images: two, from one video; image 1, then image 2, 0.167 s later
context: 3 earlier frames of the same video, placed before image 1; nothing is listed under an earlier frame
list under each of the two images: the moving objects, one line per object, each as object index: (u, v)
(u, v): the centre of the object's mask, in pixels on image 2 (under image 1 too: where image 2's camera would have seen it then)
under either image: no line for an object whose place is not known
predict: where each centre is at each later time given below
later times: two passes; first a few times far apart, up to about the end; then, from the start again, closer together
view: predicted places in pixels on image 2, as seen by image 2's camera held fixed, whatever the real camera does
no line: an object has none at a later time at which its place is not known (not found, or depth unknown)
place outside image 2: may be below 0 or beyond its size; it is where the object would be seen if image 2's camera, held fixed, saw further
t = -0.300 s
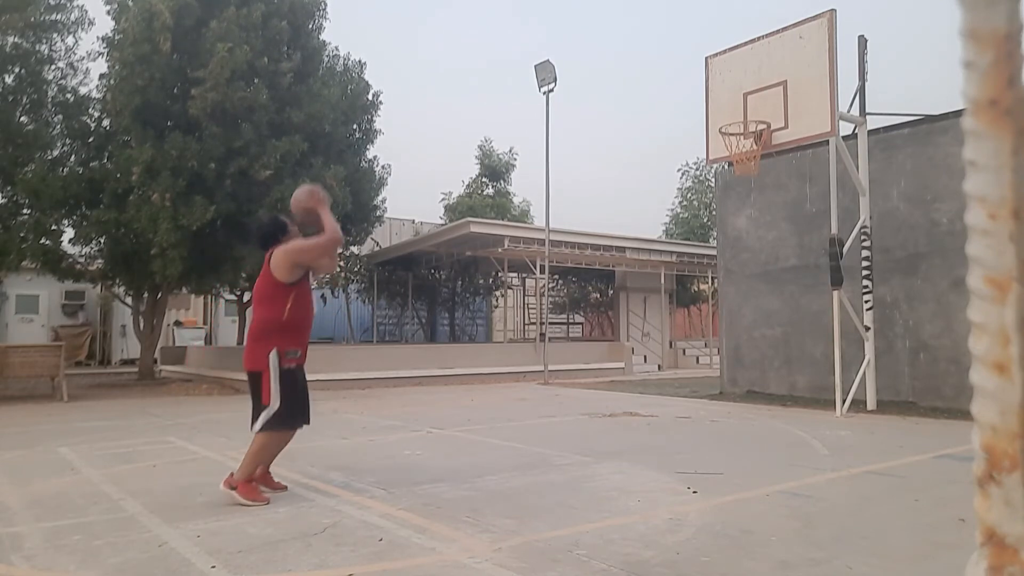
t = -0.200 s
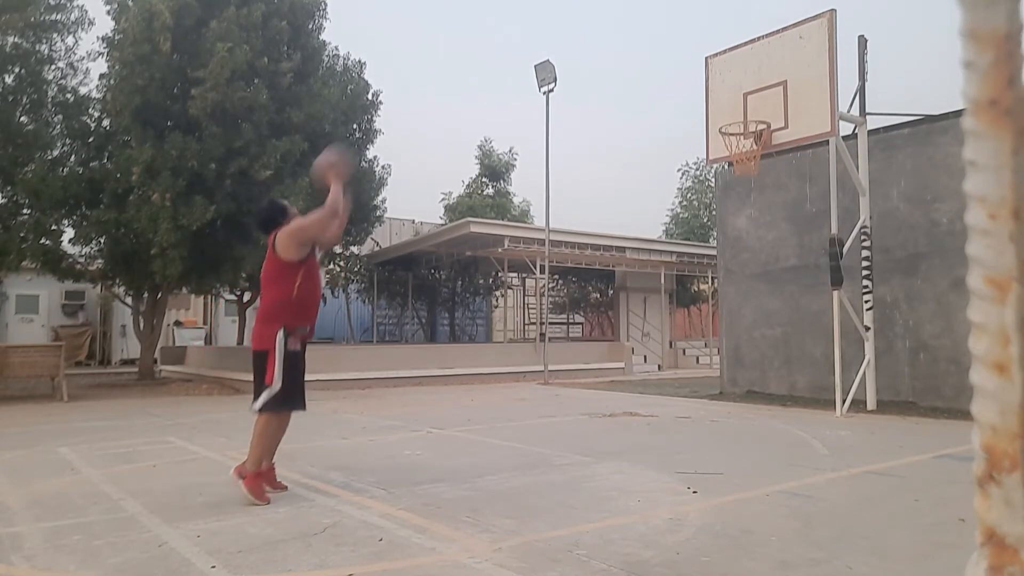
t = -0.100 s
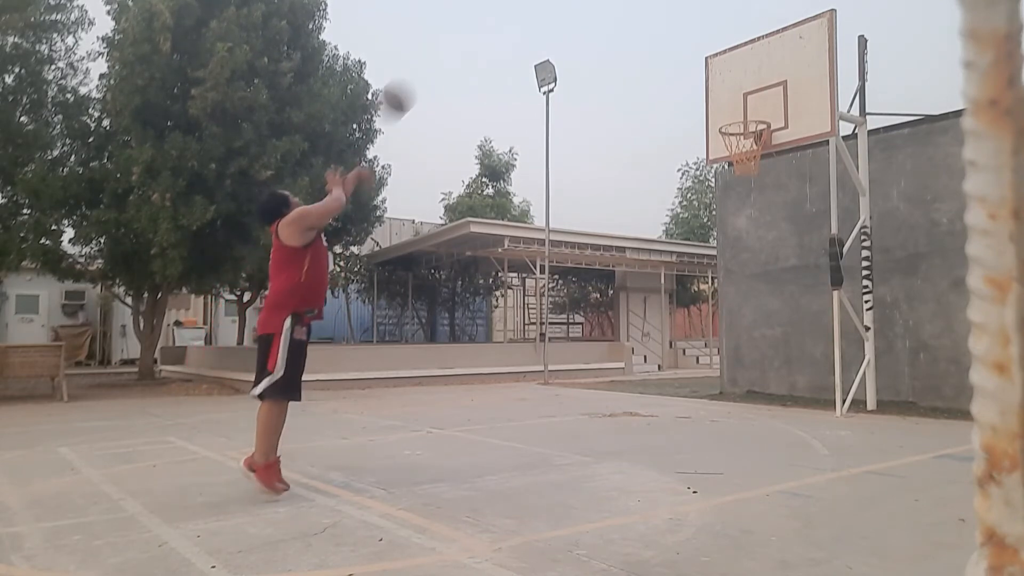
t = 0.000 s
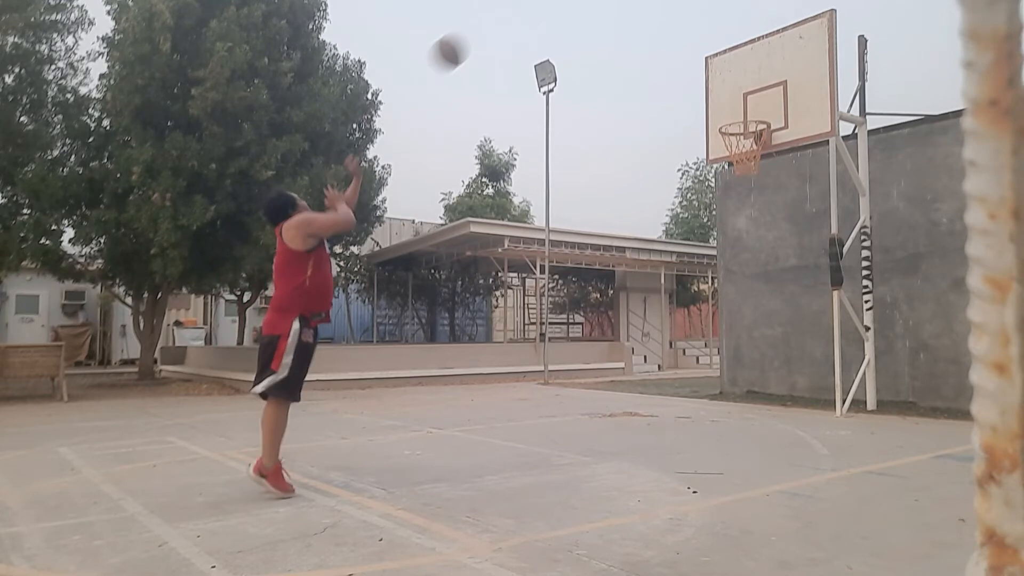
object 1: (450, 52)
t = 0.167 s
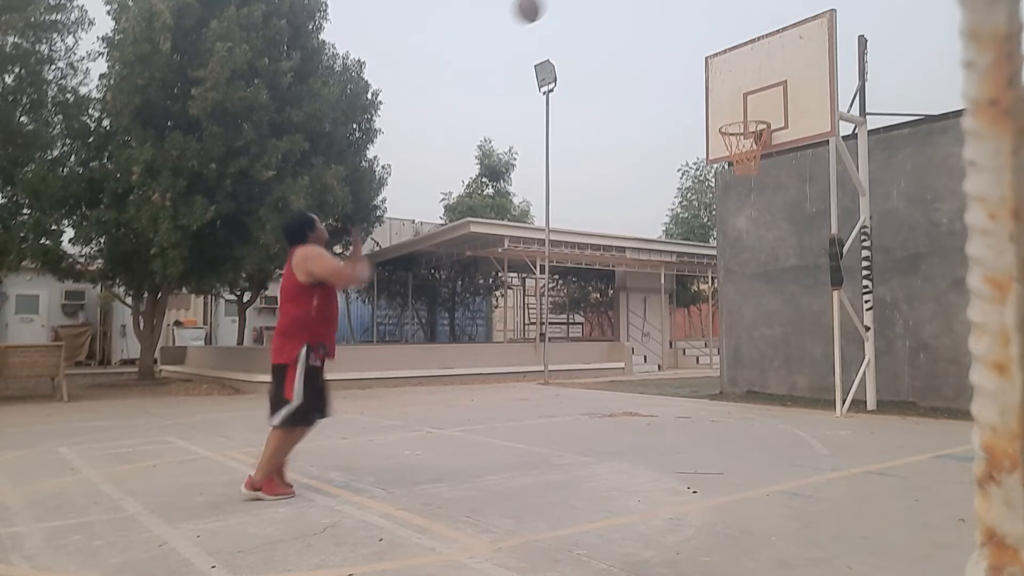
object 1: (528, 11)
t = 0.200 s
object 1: (543, 8)
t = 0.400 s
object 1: (621, 8)
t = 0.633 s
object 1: (698, 55)
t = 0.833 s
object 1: (748, 125)
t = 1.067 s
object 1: (752, 85)
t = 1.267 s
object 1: (752, 90)
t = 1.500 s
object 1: (735, 146)
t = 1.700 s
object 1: (742, 172)
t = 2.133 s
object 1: (769, 343)
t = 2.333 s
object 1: (783, 376)
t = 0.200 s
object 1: (543, 8)
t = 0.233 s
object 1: (557, 7)
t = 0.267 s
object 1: (569, 6)
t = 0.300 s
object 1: (583, 6)
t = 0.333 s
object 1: (596, 6)
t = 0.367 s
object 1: (608, 7)
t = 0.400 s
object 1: (621, 8)
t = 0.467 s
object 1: (645, 14)
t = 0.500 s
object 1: (655, 20)
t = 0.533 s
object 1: (667, 28)
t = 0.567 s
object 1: (677, 36)
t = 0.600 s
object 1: (688, 45)
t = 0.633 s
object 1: (698, 55)
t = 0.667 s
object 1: (708, 66)
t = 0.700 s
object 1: (719, 77)
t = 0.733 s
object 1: (728, 90)
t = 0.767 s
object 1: (737, 104)
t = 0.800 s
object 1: (748, 118)
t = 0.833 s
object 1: (748, 125)
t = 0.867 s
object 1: (739, 120)
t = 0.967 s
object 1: (743, 100)
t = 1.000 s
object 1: (746, 94)
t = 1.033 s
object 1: (749, 89)
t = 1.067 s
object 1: (752, 85)
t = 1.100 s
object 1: (755, 83)
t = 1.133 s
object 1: (758, 81)
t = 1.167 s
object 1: (759, 81)
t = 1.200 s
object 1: (757, 83)
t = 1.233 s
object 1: (755, 86)
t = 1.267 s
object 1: (752, 90)
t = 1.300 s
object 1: (750, 95)
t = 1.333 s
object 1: (747, 102)
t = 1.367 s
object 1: (745, 109)
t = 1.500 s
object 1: (735, 146)
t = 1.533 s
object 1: (736, 152)
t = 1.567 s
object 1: (739, 156)
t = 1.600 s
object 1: (740, 158)
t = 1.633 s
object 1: (742, 161)
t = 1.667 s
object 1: (743, 163)
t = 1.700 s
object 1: (742, 172)
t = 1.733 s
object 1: (744, 178)
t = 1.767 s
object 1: (745, 187)
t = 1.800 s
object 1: (748, 197)
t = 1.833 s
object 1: (750, 207)
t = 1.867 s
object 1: (752, 217)
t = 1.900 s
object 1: (754, 229)
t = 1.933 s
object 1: (757, 243)
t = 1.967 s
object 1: (759, 260)
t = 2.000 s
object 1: (761, 273)
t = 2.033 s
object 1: (762, 289)
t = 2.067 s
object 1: (765, 306)
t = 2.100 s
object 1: (768, 323)
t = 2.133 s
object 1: (769, 343)
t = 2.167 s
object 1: (772, 361)
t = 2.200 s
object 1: (776, 385)
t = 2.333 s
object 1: (783, 376)
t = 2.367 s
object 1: (784, 360)
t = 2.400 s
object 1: (786, 346)
